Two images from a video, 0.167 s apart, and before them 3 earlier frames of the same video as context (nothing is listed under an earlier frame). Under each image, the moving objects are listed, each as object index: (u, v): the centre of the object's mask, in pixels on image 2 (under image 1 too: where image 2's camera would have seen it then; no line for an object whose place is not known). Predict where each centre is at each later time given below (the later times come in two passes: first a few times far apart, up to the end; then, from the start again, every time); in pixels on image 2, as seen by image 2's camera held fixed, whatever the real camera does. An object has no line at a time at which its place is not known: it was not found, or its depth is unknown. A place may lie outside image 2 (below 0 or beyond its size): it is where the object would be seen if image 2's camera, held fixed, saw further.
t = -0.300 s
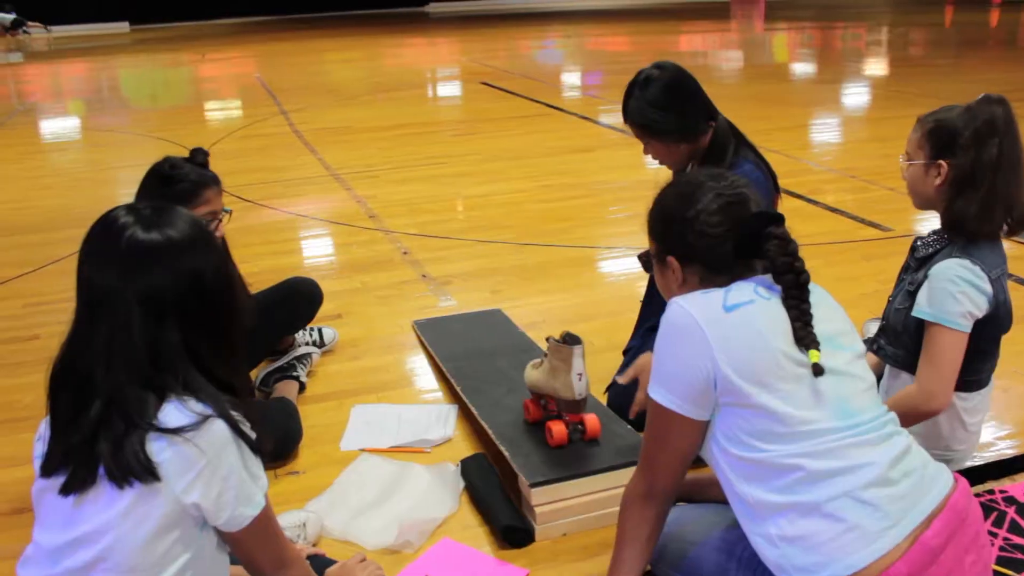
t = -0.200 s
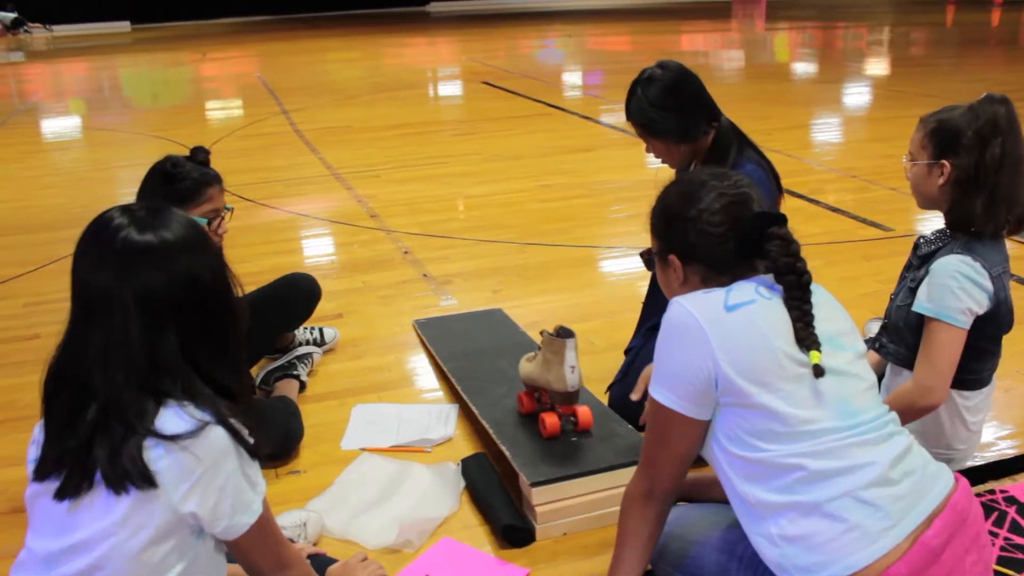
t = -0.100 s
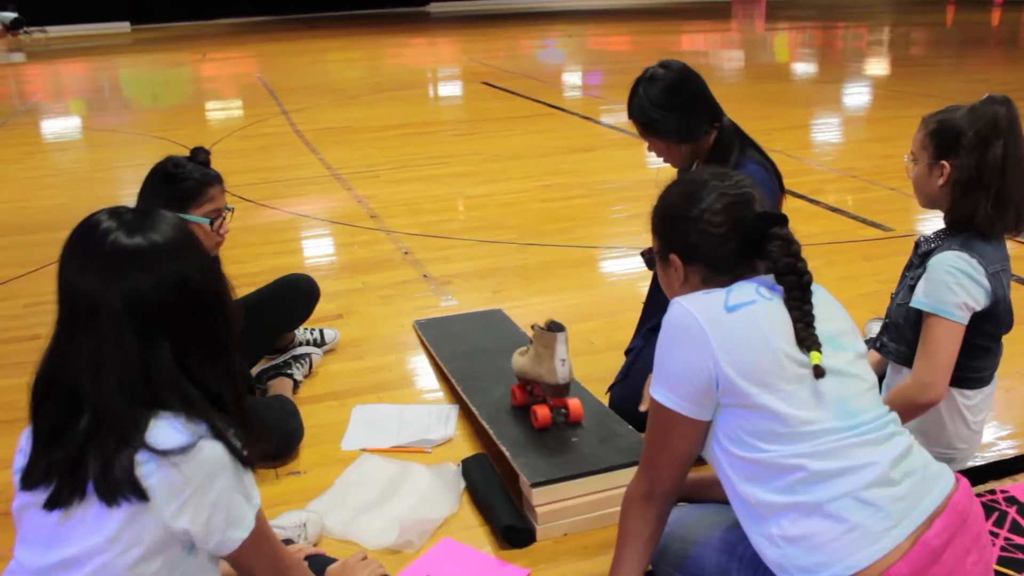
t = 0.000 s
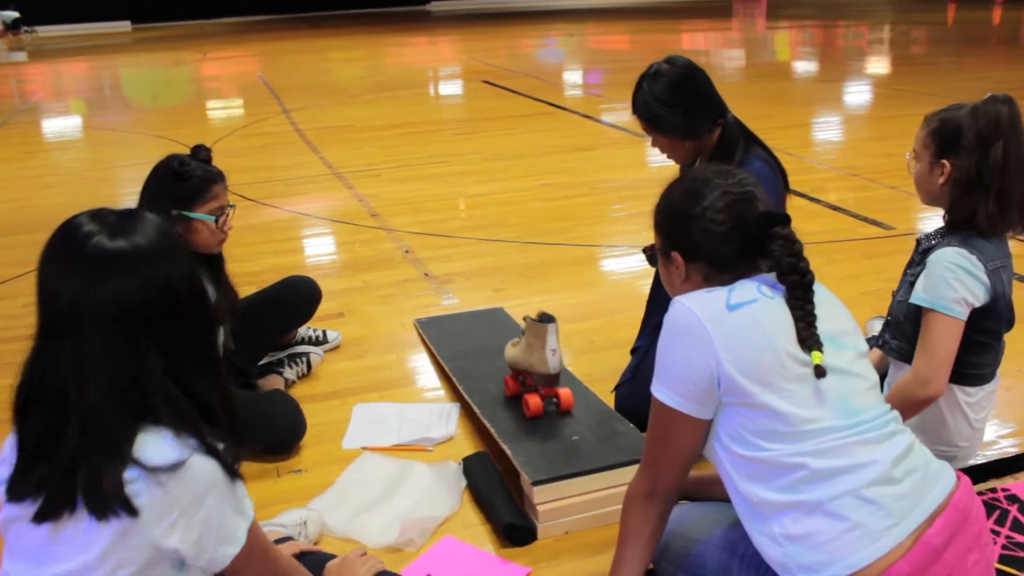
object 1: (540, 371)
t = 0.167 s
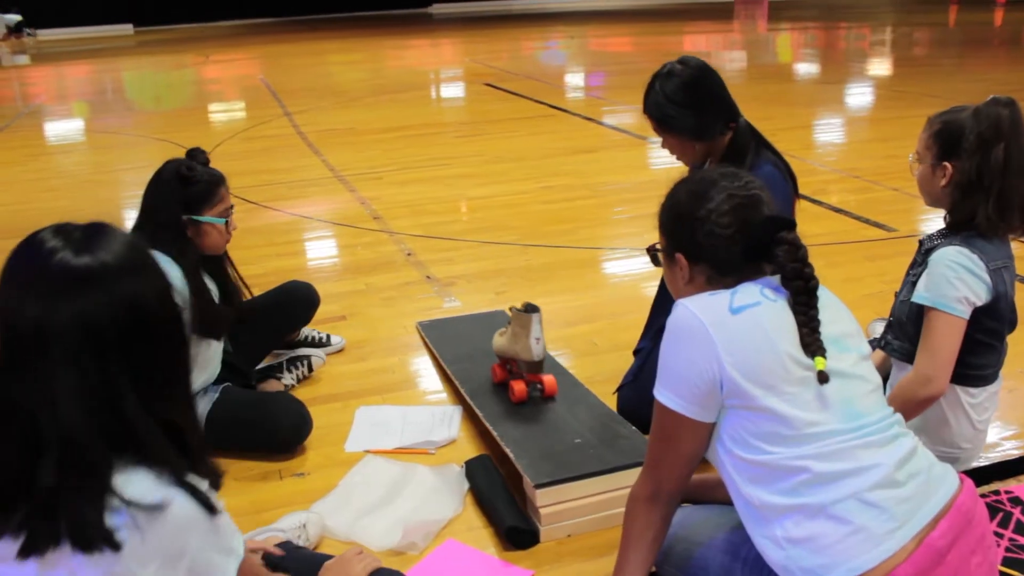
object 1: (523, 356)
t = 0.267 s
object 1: (512, 347)
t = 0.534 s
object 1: (486, 322)
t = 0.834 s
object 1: (460, 293)
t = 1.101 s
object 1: (442, 270)
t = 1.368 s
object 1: (434, 247)
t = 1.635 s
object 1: (428, 228)
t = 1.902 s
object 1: (423, 213)
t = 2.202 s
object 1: (418, 198)
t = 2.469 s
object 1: (413, 187)
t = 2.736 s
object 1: (410, 178)
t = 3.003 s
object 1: (407, 170)
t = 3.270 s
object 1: (404, 163)
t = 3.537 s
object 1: (402, 156)
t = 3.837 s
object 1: (399, 150)
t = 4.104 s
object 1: (397, 145)
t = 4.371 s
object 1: (395, 141)
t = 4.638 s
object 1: (393, 137)
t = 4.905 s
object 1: (391, 133)
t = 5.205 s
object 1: (389, 130)
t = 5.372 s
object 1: (389, 128)
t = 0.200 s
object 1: (520, 353)
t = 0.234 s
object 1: (516, 350)
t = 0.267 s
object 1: (512, 347)
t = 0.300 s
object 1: (509, 344)
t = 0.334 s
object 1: (506, 340)
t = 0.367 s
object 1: (502, 338)
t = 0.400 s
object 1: (499, 335)
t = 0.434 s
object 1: (496, 331)
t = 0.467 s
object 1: (493, 328)
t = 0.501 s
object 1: (490, 325)
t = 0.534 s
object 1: (486, 322)
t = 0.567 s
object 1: (483, 319)
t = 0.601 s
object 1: (480, 315)
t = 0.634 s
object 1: (477, 312)
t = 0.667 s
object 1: (474, 309)
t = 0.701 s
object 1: (471, 305)
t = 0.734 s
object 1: (468, 302)
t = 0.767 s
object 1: (466, 299)
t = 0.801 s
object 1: (463, 296)
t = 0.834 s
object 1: (460, 293)
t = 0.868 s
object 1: (457, 290)
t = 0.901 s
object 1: (454, 287)
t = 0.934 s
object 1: (451, 284)
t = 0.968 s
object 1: (449, 282)
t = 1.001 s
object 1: (447, 280)
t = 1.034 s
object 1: (444, 277)
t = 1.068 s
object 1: (443, 274)
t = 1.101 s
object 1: (442, 270)
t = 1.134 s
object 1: (442, 267)
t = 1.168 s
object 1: (441, 265)
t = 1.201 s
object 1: (439, 262)
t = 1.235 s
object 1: (438, 259)
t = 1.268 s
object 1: (437, 256)
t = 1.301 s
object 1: (437, 252)
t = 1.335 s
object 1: (436, 250)
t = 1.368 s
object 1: (434, 247)
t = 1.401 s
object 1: (434, 244)
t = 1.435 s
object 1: (433, 241)
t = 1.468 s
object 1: (432, 239)
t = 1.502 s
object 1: (431, 237)
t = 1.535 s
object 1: (431, 235)
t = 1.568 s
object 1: (430, 232)
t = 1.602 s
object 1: (429, 230)
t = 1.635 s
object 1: (428, 228)
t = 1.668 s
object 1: (427, 226)
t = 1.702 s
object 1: (427, 223)
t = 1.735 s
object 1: (426, 222)
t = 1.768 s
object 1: (425, 220)
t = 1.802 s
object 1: (424, 218)
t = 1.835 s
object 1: (424, 216)
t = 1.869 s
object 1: (424, 215)
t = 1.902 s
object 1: (423, 213)
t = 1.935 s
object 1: (422, 211)
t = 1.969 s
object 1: (421, 209)
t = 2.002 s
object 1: (421, 208)
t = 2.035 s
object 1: (421, 206)
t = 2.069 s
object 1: (420, 204)
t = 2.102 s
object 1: (419, 203)
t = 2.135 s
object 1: (419, 201)
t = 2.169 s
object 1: (418, 200)
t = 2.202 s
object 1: (418, 198)
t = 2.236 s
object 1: (417, 197)
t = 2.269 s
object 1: (416, 195)
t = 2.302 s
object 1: (416, 194)
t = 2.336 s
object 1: (416, 192)
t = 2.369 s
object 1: (415, 191)
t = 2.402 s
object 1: (415, 189)
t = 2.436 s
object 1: (414, 188)
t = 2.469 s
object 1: (413, 187)
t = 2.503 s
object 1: (413, 186)
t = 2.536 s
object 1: (413, 185)
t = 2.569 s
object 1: (412, 184)
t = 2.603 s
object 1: (411, 182)
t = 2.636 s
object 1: (411, 181)
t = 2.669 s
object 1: (411, 180)
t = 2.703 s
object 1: (411, 179)
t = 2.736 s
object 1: (410, 178)
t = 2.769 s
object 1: (410, 177)
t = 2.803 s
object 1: (409, 176)
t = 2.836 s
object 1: (409, 175)
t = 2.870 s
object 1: (408, 174)
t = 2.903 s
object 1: (408, 173)
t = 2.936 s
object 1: (408, 172)
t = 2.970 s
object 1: (407, 171)
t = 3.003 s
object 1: (407, 170)
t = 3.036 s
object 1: (407, 169)
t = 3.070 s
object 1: (406, 168)
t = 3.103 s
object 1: (406, 167)
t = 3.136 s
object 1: (405, 166)
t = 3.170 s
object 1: (405, 165)
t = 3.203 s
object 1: (405, 164)
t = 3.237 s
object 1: (405, 164)
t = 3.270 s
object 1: (404, 163)
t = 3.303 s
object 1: (404, 162)
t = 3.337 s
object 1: (403, 161)
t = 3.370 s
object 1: (403, 160)
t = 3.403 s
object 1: (403, 159)
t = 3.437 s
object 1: (402, 158)
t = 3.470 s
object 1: (402, 157)
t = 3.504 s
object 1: (402, 157)
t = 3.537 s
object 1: (402, 156)
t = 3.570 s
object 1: (401, 155)
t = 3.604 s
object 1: (401, 155)
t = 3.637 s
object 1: (401, 154)
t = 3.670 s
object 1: (400, 154)
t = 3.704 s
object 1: (400, 153)
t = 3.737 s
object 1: (400, 152)
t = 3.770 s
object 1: (400, 152)
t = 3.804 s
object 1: (399, 151)
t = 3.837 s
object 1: (399, 150)
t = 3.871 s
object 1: (398, 150)
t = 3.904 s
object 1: (398, 149)
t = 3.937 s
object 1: (398, 148)
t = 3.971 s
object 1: (398, 148)
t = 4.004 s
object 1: (397, 147)
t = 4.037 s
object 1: (397, 147)
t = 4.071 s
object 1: (397, 146)
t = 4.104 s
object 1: (397, 145)
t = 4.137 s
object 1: (397, 145)
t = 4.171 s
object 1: (396, 144)
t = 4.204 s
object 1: (396, 144)
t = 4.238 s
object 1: (396, 143)
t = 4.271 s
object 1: (395, 143)
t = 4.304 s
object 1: (395, 142)
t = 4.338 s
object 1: (395, 142)
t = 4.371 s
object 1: (395, 141)
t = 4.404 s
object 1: (394, 140)
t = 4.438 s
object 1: (394, 140)
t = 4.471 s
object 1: (394, 139)
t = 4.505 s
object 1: (394, 139)
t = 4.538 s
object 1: (394, 138)
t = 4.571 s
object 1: (393, 138)
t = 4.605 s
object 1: (393, 137)
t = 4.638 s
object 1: (393, 137)
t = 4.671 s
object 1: (393, 136)
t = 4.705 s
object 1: (392, 136)
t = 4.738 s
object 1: (392, 135)
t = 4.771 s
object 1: (392, 135)
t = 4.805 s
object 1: (392, 134)
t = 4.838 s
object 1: (391, 134)
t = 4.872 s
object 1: (391, 133)
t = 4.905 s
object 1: (391, 133)
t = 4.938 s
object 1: (391, 132)
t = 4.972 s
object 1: (391, 132)
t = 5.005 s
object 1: (390, 132)
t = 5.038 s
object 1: (390, 132)
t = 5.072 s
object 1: (390, 131)
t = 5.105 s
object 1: (390, 131)
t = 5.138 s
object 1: (390, 130)
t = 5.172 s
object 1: (389, 130)
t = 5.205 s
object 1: (389, 130)
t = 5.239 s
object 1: (389, 129)
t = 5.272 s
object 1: (389, 129)
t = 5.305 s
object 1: (389, 129)
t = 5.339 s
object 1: (389, 128)
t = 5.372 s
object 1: (389, 128)
